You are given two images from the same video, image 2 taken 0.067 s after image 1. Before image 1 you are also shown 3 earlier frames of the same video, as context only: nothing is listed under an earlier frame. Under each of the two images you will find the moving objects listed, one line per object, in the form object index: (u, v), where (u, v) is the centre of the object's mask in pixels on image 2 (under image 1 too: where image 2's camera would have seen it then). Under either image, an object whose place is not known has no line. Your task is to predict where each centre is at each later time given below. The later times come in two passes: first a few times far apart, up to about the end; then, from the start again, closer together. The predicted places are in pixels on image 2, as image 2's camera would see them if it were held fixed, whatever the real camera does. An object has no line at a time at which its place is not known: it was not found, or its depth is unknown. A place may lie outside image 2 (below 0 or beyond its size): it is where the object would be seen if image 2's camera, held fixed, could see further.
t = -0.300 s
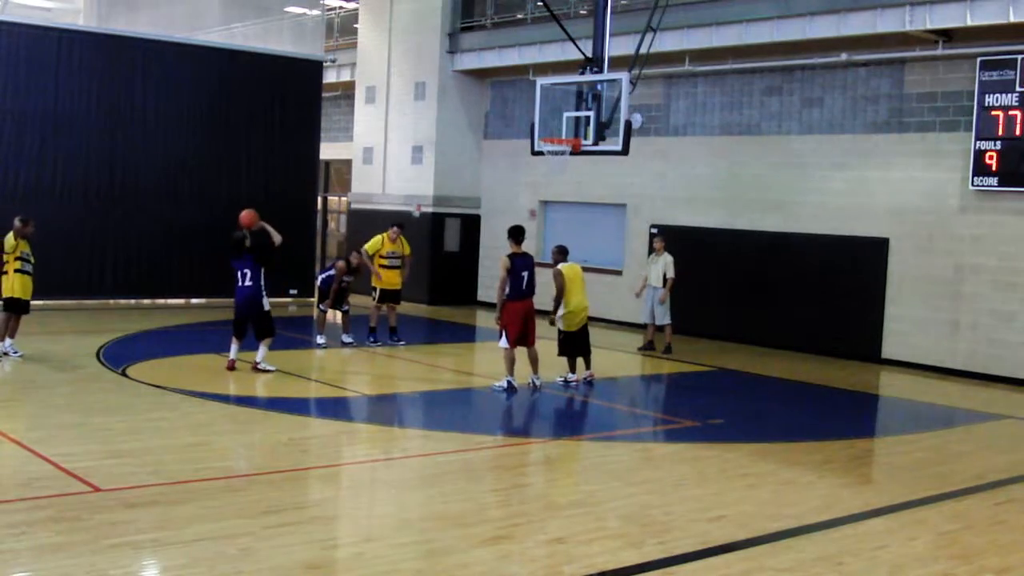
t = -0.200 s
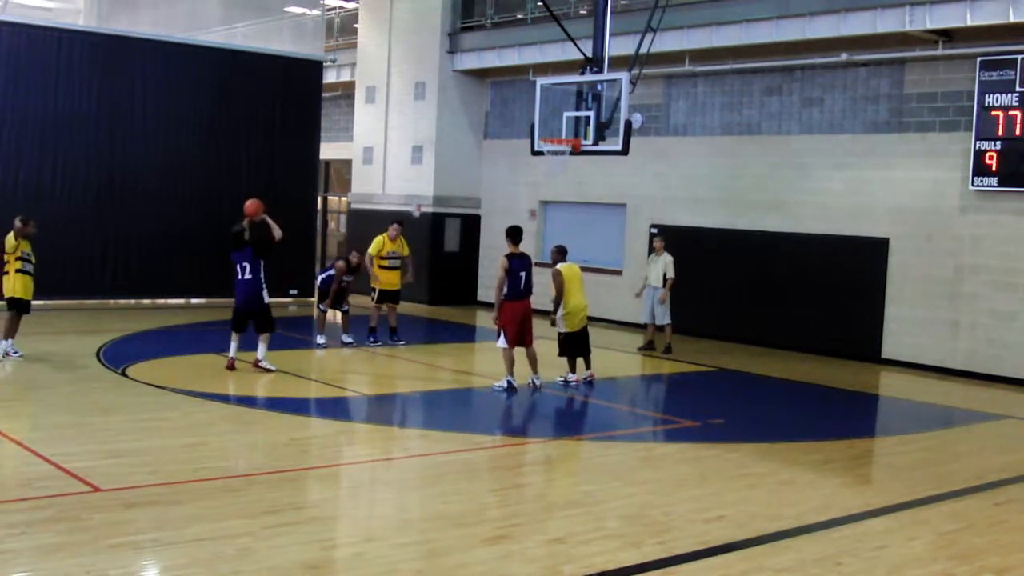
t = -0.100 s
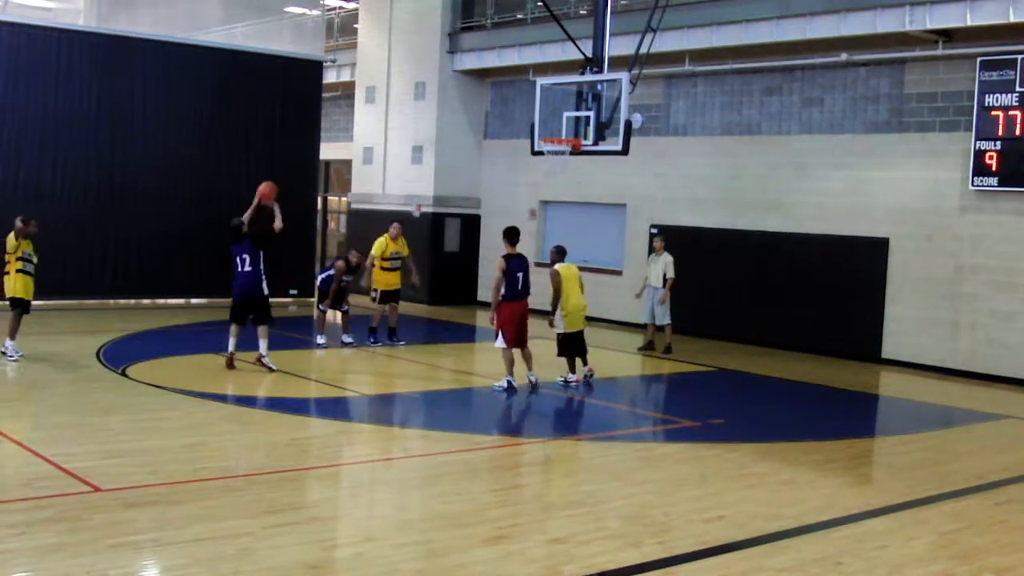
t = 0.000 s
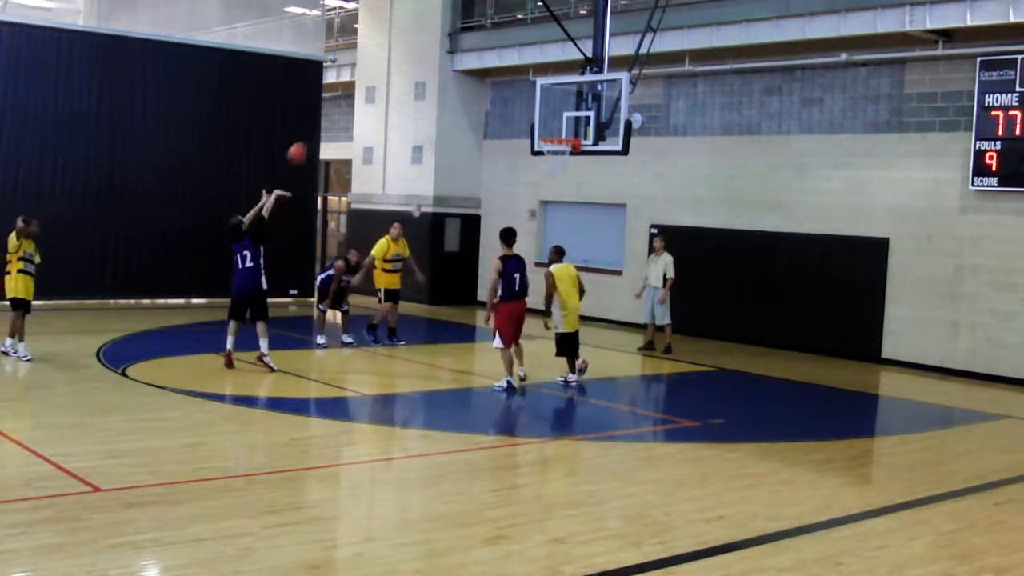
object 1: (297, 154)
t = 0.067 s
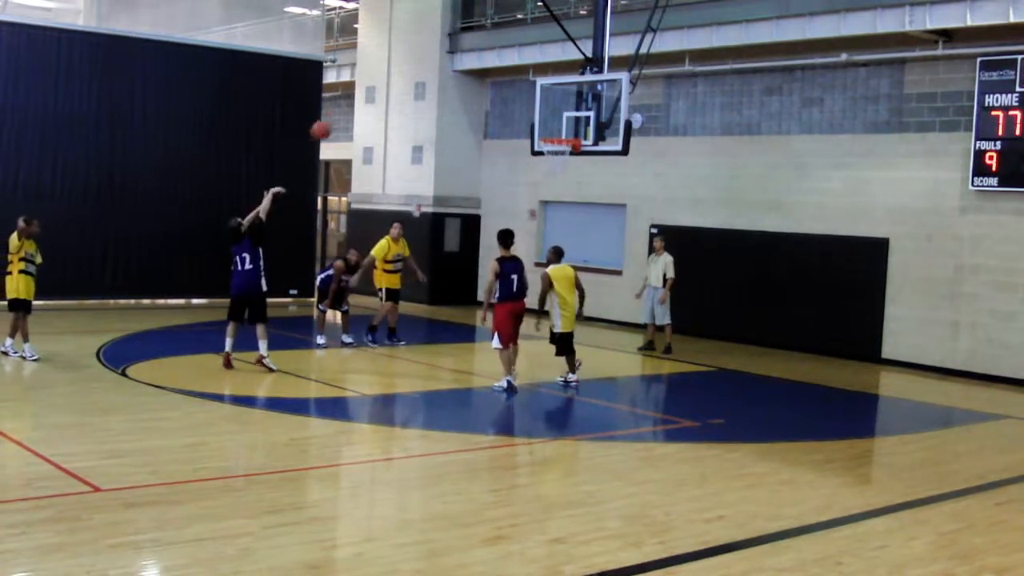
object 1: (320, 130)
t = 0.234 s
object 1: (376, 88)
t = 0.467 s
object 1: (447, 69)
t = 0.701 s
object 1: (511, 89)
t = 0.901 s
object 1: (560, 136)
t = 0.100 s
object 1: (333, 120)
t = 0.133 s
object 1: (343, 111)
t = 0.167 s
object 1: (354, 102)
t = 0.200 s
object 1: (366, 94)
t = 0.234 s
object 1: (376, 88)
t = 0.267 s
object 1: (387, 83)
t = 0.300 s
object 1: (398, 78)
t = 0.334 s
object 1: (408, 74)
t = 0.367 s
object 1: (418, 72)
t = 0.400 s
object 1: (427, 70)
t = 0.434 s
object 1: (438, 68)
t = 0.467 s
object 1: (447, 69)
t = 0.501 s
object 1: (457, 69)
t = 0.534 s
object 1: (467, 70)
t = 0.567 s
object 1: (475, 72)
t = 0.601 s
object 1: (484, 76)
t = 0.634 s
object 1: (493, 79)
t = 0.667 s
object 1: (502, 84)
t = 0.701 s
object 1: (511, 89)
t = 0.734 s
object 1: (519, 96)
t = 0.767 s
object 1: (528, 103)
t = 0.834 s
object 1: (545, 118)
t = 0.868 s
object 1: (552, 127)
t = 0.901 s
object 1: (560, 136)
